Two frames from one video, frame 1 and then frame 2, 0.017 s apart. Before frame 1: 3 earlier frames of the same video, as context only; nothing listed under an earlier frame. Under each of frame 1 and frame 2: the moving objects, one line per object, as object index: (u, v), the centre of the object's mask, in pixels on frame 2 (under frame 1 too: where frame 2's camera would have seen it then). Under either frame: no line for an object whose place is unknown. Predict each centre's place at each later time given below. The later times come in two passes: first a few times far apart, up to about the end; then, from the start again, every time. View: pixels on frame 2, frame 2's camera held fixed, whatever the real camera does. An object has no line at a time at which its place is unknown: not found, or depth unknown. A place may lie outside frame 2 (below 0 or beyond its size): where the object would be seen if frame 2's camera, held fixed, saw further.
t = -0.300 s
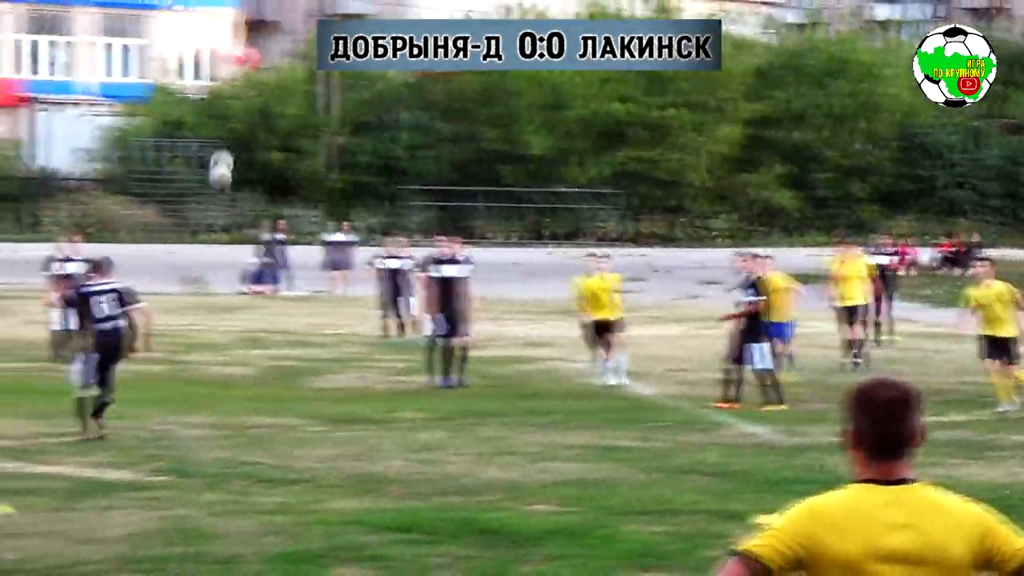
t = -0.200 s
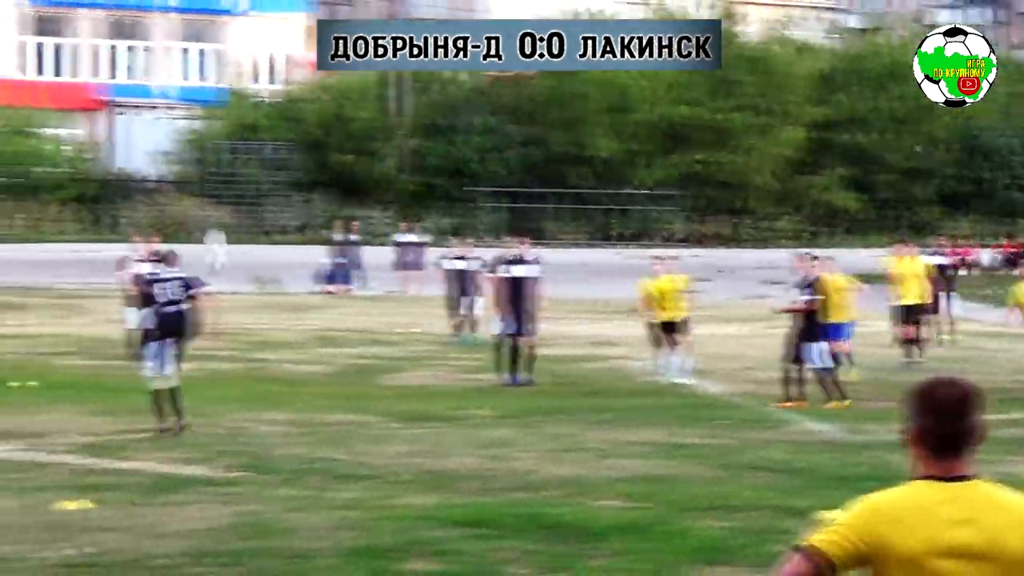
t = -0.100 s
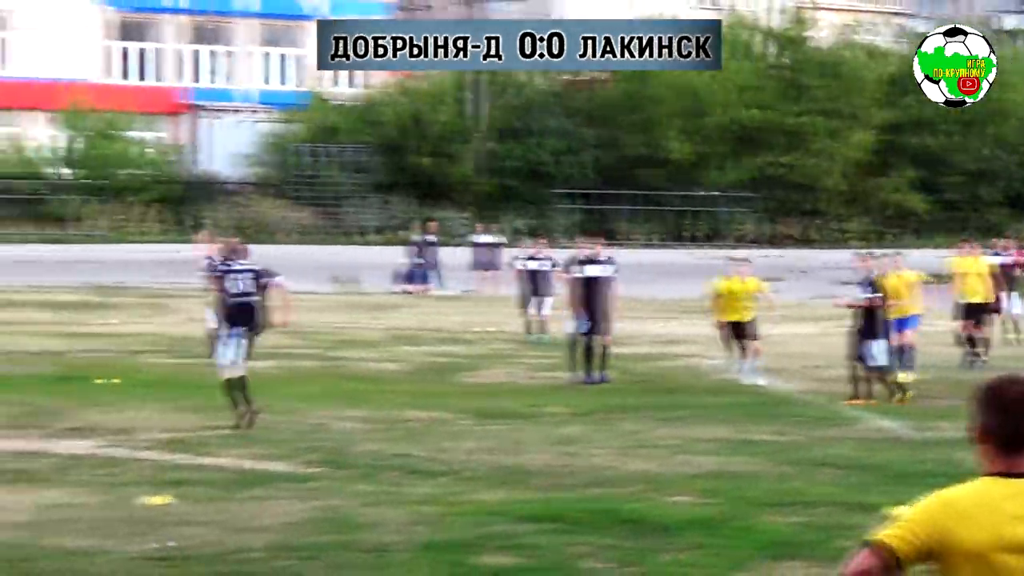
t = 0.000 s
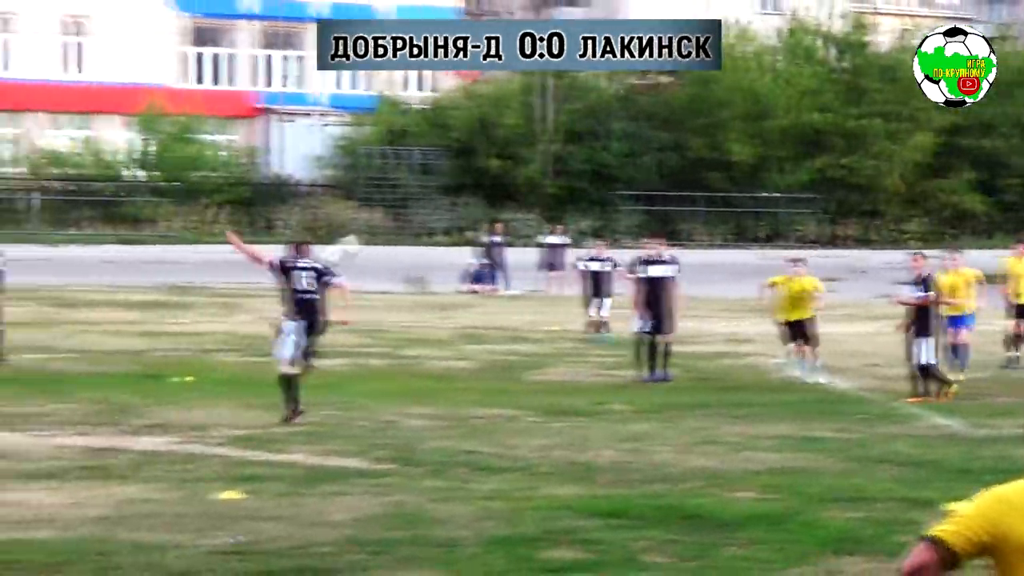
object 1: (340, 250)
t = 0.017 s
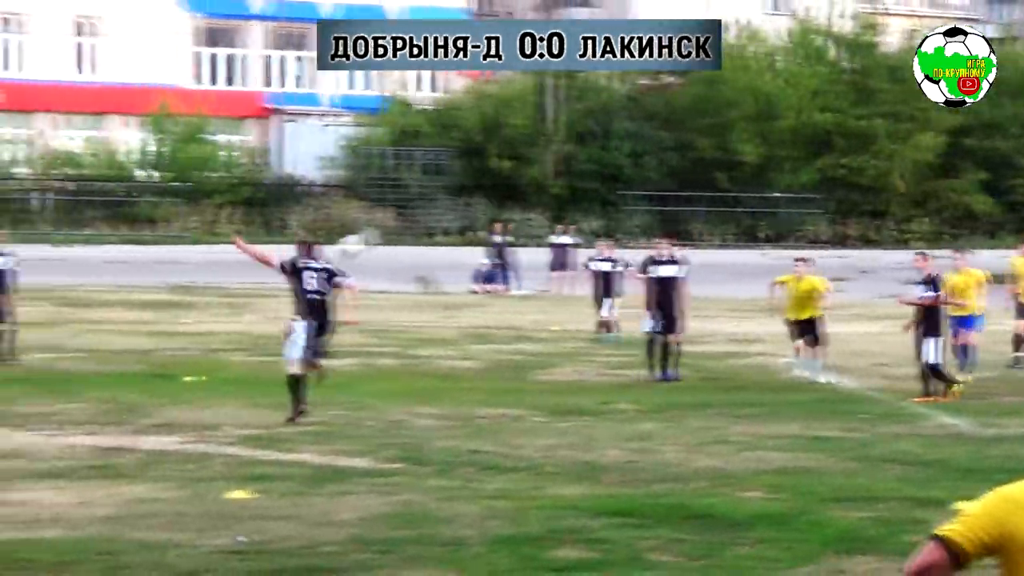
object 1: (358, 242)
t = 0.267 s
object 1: (432, 170)
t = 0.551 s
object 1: (511, 170)
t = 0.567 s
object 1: (516, 172)
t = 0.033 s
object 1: (358, 237)
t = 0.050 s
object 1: (362, 229)
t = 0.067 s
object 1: (371, 221)
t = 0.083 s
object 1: (371, 217)
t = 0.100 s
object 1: (378, 211)
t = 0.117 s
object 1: (388, 204)
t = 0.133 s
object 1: (391, 201)
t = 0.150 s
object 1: (396, 196)
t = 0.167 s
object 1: (402, 191)
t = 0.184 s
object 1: (406, 187)
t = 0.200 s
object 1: (412, 184)
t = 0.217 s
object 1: (418, 180)
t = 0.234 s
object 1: (420, 177)
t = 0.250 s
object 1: (426, 174)
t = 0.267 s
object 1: (432, 170)
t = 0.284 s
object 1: (438, 167)
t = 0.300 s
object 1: (440, 166)
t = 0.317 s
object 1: (445, 164)
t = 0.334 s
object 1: (449, 163)
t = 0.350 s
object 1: (455, 162)
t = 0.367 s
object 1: (461, 162)
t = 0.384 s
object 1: (465, 161)
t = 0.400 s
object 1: (471, 161)
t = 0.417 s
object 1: (475, 161)
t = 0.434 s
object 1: (480, 161)
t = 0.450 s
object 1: (484, 162)
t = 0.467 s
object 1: (489, 163)
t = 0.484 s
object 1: (493, 163)
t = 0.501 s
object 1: (497, 164)
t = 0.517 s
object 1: (501, 166)
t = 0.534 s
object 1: (506, 168)
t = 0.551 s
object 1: (511, 170)
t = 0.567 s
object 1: (516, 172)
